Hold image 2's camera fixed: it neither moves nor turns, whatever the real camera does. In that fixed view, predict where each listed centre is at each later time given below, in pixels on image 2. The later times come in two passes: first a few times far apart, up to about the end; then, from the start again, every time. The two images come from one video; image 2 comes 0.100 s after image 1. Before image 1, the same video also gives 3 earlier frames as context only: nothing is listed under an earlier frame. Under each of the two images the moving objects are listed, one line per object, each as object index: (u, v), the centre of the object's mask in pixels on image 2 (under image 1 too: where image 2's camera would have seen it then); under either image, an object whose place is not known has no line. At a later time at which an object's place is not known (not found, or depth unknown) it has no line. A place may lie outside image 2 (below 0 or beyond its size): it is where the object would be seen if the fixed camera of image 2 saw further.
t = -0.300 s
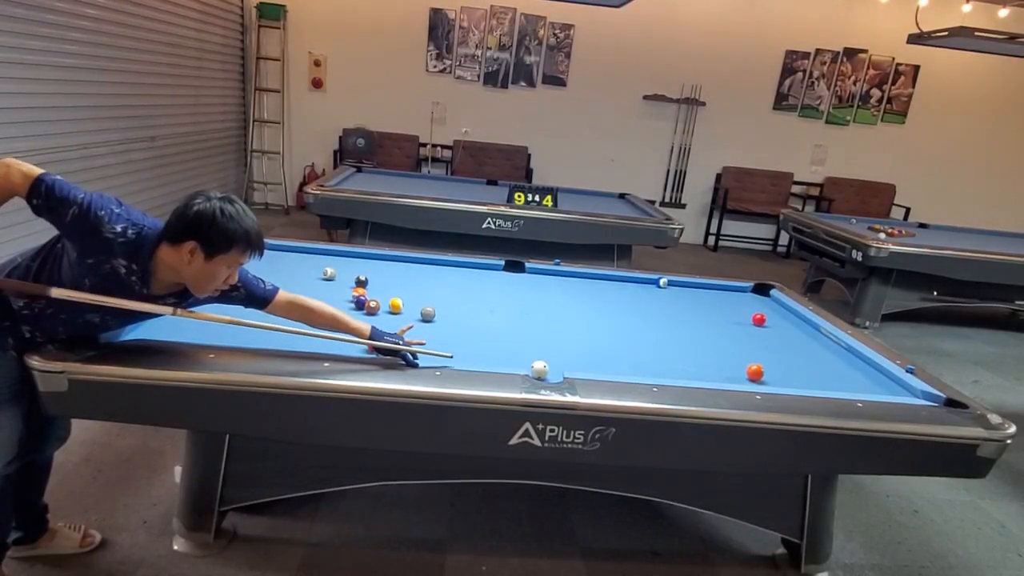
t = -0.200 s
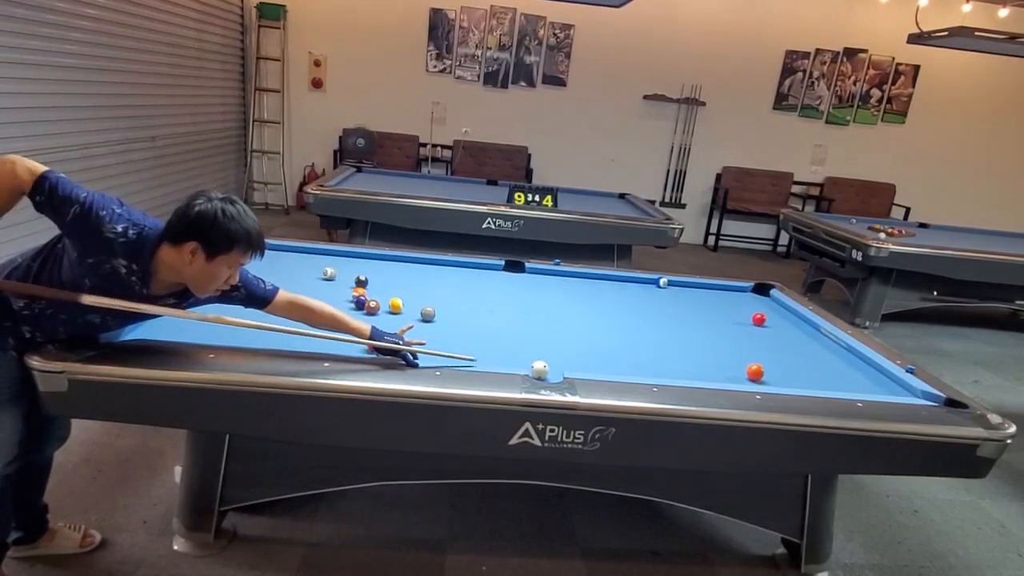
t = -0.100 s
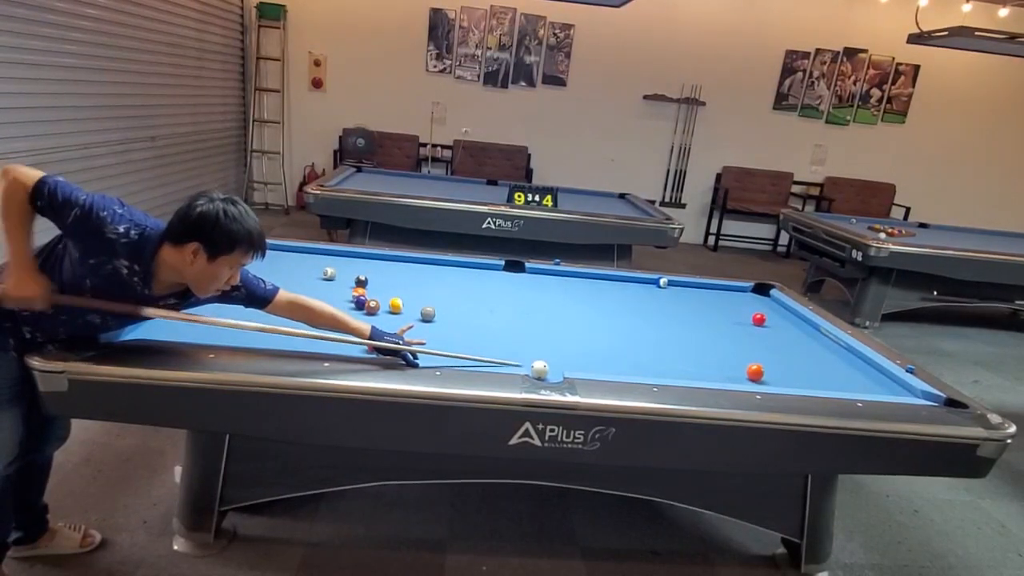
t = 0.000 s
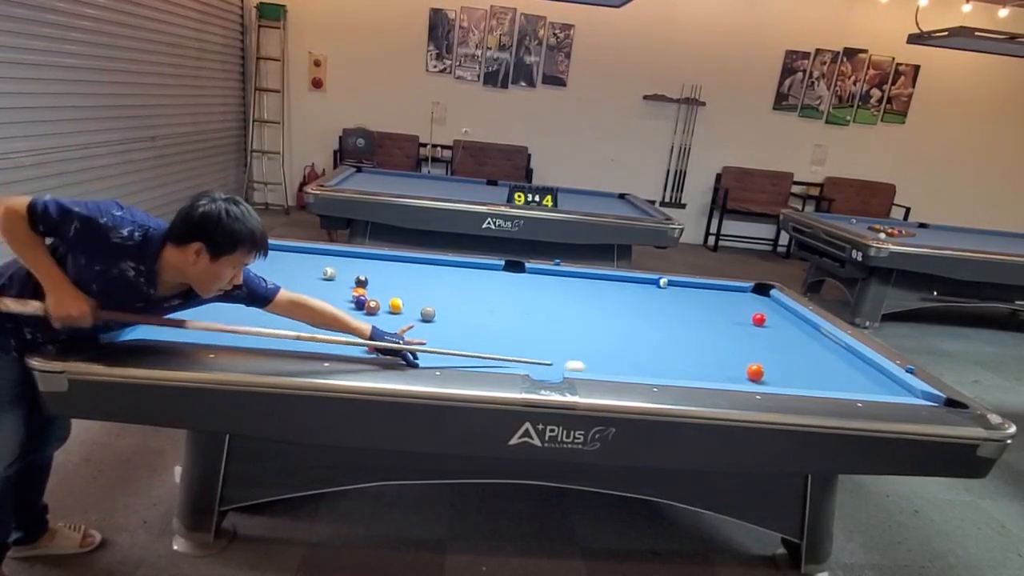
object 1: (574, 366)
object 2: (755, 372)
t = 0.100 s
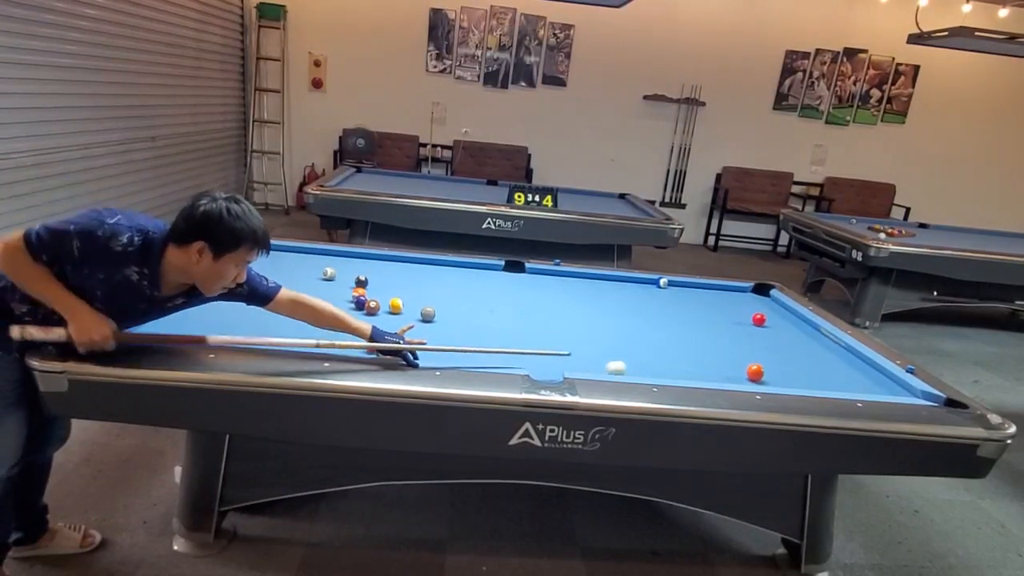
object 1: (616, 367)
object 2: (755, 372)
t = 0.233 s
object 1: (669, 369)
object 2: (755, 372)
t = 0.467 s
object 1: (737, 367)
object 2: (772, 374)
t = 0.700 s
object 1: (745, 357)
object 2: (832, 381)
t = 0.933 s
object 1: (754, 349)
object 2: (881, 387)
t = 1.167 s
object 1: (761, 341)
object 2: (904, 390)
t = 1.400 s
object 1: (768, 335)
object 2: (889, 390)
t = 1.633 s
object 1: (773, 329)
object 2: (873, 390)
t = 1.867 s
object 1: (778, 323)
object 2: (859, 389)
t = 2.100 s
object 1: (783, 318)
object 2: (844, 387)
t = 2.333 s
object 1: (786, 314)
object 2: (831, 386)
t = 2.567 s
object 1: (787, 310)
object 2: (819, 384)
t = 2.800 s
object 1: (778, 307)
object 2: (808, 383)
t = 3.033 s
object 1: (769, 304)
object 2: (798, 382)
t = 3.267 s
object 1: (762, 301)
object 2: (789, 381)
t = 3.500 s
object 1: (755, 299)
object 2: (781, 380)
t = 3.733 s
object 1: (749, 296)
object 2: (775, 380)
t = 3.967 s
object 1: (743, 295)
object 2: (770, 380)
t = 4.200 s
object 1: (738, 293)
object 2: (766, 379)
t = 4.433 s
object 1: (734, 292)
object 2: (764, 379)
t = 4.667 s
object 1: (731, 291)
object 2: (762, 379)
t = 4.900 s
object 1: (728, 290)
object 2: (761, 379)
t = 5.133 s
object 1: (725, 289)
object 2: (761, 379)
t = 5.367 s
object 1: (724, 289)
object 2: (761, 379)
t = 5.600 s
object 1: (723, 289)
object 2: (761, 379)
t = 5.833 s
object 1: (722, 289)
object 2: (761, 379)
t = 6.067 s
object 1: (722, 289)
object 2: (761, 379)
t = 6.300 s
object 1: (722, 289)
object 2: (761, 379)
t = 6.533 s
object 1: (722, 289)
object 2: (761, 379)
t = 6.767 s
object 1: (722, 289)
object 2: (761, 379)
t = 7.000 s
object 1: (722, 289)
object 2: (761, 379)
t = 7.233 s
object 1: (722, 289)
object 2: (761, 379)
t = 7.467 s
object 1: (722, 289)
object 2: (761, 379)
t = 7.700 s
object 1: (722, 289)
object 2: (761, 379)
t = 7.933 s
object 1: (722, 289)
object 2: (761, 379)
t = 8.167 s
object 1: (722, 289)
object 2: (761, 379)
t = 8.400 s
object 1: (722, 289)
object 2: (761, 379)
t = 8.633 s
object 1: (722, 289)
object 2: (761, 379)
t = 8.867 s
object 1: (722, 289)
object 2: (761, 379)
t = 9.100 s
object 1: (722, 289)
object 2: (761, 379)
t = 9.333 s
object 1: (722, 289)
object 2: (761, 379)
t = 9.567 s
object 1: (722, 289)
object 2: (761, 379)
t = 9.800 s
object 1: (722, 289)
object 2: (761, 379)
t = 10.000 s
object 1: (722, 289)
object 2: (761, 379)
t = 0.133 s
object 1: (630, 368)
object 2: (755, 372)
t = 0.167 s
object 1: (643, 368)
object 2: (755, 372)
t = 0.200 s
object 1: (656, 368)
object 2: (755, 372)
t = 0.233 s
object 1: (669, 369)
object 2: (755, 372)
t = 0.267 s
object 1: (682, 369)
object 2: (755, 372)
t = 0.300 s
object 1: (695, 369)
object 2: (755, 372)
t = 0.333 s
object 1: (707, 369)
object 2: (755, 372)
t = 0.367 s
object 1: (720, 369)
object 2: (755, 372)
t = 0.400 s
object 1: (732, 369)
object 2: (755, 372)
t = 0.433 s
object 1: (738, 368)
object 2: (760, 372)
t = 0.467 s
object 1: (737, 367)
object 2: (772, 374)
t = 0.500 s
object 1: (738, 365)
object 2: (783, 375)
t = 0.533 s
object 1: (739, 364)
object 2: (793, 377)
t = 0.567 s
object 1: (740, 362)
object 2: (802, 378)
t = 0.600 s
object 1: (741, 361)
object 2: (809, 379)
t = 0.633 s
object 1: (743, 360)
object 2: (817, 380)
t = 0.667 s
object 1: (744, 358)
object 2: (824, 380)
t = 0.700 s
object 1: (745, 357)
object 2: (832, 381)
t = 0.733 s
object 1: (746, 356)
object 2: (838, 382)
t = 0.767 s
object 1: (748, 355)
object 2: (846, 383)
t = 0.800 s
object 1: (749, 354)
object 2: (853, 384)
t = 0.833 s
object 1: (751, 352)
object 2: (860, 385)
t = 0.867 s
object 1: (752, 351)
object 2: (867, 385)
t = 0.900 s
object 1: (753, 350)
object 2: (874, 386)
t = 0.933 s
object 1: (754, 349)
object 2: (881, 387)
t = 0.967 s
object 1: (755, 348)
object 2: (888, 387)
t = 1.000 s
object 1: (756, 347)
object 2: (895, 388)
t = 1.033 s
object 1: (757, 345)
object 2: (902, 389)
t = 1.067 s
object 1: (758, 344)
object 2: (909, 390)
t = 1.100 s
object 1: (759, 343)
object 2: (909, 390)
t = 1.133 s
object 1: (760, 342)
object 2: (907, 390)
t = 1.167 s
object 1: (761, 341)
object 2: (904, 390)
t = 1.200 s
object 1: (762, 340)
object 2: (902, 390)
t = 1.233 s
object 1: (763, 339)
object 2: (900, 390)
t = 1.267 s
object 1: (764, 338)
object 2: (898, 390)
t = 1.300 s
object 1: (765, 337)
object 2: (895, 390)
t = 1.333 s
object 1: (766, 336)
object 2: (893, 390)
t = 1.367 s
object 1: (767, 335)
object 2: (891, 390)
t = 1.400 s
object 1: (768, 335)
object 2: (889, 390)
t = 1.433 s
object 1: (768, 334)
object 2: (887, 390)
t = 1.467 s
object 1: (769, 333)
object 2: (885, 390)
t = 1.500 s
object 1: (770, 332)
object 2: (883, 390)
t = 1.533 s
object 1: (771, 331)
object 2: (881, 390)
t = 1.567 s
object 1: (772, 330)
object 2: (879, 390)
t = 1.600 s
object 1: (773, 329)
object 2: (876, 390)
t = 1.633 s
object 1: (773, 329)
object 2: (873, 390)
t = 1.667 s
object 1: (774, 328)
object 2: (871, 390)
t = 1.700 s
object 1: (775, 327)
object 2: (869, 390)
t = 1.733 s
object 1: (776, 326)
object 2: (867, 390)
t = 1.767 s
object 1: (776, 325)
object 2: (865, 390)
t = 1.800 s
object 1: (777, 325)
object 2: (863, 389)
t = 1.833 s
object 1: (777, 324)
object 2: (861, 389)
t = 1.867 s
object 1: (778, 323)
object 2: (859, 389)
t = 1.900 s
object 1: (779, 322)
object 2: (856, 389)
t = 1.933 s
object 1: (779, 321)
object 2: (854, 388)
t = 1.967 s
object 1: (780, 321)
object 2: (853, 388)
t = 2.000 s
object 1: (781, 320)
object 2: (850, 388)
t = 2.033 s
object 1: (781, 320)
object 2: (848, 388)
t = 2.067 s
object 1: (782, 319)
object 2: (846, 388)
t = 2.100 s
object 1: (783, 318)
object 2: (844, 387)
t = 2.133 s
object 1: (783, 318)
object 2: (842, 387)
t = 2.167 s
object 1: (784, 317)
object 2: (840, 387)
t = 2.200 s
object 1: (785, 316)
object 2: (838, 387)
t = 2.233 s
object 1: (785, 316)
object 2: (836, 387)
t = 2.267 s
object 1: (785, 315)
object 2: (834, 386)
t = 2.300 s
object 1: (786, 314)
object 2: (832, 386)
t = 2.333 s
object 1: (786, 314)
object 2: (831, 386)
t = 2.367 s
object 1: (787, 313)
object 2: (829, 386)
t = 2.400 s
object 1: (787, 313)
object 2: (827, 385)
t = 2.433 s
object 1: (788, 312)
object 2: (825, 385)
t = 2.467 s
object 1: (788, 311)
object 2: (824, 385)
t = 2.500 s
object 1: (789, 311)
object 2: (822, 385)
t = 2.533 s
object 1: (788, 310)
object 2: (820, 385)
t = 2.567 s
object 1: (787, 310)
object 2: (819, 384)
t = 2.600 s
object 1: (786, 309)
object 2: (817, 384)
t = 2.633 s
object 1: (784, 309)
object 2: (816, 384)
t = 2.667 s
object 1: (783, 308)
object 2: (814, 384)
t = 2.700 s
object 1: (782, 308)
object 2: (812, 384)
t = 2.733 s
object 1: (780, 307)
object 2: (811, 383)
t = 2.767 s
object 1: (779, 307)
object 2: (809, 383)
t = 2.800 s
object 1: (778, 307)
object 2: (808, 383)
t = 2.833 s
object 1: (777, 306)
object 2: (806, 383)
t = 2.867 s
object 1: (775, 306)
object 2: (805, 383)
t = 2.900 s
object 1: (774, 305)
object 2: (803, 383)
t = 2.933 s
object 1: (773, 305)
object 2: (802, 383)
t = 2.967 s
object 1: (771, 304)
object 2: (800, 382)
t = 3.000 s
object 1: (770, 304)
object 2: (799, 382)
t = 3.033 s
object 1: (769, 304)
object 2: (798, 382)
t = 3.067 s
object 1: (768, 303)
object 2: (796, 382)
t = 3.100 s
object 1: (767, 303)
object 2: (795, 382)
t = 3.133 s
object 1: (766, 303)
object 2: (794, 382)
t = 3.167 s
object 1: (765, 302)
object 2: (792, 382)
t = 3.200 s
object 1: (764, 302)
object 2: (791, 382)
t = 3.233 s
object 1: (763, 301)
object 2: (790, 381)
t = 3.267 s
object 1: (762, 301)
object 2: (789, 381)
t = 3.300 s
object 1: (760, 300)
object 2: (788, 381)
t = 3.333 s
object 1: (759, 300)
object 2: (787, 381)
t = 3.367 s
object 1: (758, 300)
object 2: (786, 381)
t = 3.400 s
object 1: (757, 299)
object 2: (785, 381)
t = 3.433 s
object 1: (756, 299)
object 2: (784, 381)
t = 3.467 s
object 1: (755, 299)
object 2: (782, 381)
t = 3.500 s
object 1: (755, 299)
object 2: (781, 380)
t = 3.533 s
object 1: (754, 298)
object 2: (781, 380)
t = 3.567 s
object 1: (753, 298)
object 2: (780, 380)
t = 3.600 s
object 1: (753, 298)
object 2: (779, 380)
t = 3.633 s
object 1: (751, 298)
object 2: (778, 380)
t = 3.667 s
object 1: (750, 297)
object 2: (777, 380)
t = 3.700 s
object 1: (749, 297)
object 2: (776, 380)
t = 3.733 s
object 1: (749, 296)
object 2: (775, 380)
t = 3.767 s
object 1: (748, 296)
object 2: (774, 380)
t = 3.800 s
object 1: (747, 296)
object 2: (774, 380)
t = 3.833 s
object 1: (746, 296)
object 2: (773, 380)
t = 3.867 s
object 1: (745, 296)
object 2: (772, 380)
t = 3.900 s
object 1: (745, 295)
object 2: (772, 380)
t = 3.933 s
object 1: (744, 295)
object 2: (771, 379)
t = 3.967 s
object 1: (743, 295)
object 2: (770, 380)
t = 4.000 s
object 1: (742, 294)
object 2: (770, 379)
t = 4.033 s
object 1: (742, 294)
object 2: (769, 379)
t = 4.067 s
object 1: (741, 294)
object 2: (768, 379)
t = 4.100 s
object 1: (740, 294)
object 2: (768, 379)
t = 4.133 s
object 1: (740, 294)
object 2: (767, 379)
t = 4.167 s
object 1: (739, 294)
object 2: (767, 379)
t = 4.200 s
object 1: (738, 293)
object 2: (766, 379)
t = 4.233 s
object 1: (738, 293)
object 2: (766, 379)
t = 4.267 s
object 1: (737, 293)
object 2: (766, 379)
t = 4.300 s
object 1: (737, 292)
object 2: (765, 379)
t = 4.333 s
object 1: (736, 292)
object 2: (765, 379)
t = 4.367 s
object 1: (736, 292)
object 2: (765, 379)
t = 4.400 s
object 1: (735, 292)
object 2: (764, 379)
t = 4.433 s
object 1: (734, 292)
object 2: (764, 379)
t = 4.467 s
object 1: (734, 291)
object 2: (764, 379)
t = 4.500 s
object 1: (734, 291)
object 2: (763, 379)
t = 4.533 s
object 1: (733, 291)
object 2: (763, 379)
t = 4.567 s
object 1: (732, 291)
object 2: (763, 379)
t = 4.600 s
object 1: (732, 291)
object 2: (762, 379)
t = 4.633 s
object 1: (731, 291)
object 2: (762, 379)
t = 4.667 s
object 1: (731, 291)
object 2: (762, 379)
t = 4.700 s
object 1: (730, 291)
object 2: (762, 379)
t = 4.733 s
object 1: (730, 291)
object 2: (761, 379)
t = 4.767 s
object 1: (729, 290)
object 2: (761, 379)
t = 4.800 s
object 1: (729, 290)
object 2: (761, 379)
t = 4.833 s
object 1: (729, 290)
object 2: (761, 379)
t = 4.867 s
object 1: (728, 290)
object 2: (761, 379)
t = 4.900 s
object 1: (728, 290)
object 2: (761, 379)
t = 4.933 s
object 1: (727, 290)
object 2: (761, 379)
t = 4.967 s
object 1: (727, 290)
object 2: (761, 379)
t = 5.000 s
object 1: (727, 290)
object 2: (761, 379)
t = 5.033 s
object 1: (726, 290)
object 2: (761, 379)
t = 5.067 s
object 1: (726, 290)
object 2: (761, 379)
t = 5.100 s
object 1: (726, 289)
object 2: (761, 379)
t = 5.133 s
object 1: (725, 289)
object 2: (761, 379)
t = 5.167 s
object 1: (725, 289)
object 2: (761, 379)
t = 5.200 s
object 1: (725, 289)
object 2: (761, 379)
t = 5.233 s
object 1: (725, 289)
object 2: (761, 379)
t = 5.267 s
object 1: (724, 289)
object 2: (761, 379)
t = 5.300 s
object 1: (724, 289)
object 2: (761, 379)
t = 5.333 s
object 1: (724, 289)
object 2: (761, 379)
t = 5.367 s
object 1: (724, 289)
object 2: (761, 379)
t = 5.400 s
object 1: (724, 289)
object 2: (761, 379)
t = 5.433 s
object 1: (724, 289)
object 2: (761, 379)
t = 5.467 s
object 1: (724, 289)
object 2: (761, 379)
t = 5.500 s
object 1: (723, 289)
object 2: (761, 379)
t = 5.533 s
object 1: (723, 289)
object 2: (761, 379)
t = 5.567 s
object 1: (723, 289)
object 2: (761, 379)
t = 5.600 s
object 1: (723, 289)
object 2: (761, 379)
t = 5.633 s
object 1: (723, 289)
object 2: (761, 379)
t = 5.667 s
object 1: (723, 289)
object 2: (761, 379)
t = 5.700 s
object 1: (723, 289)
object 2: (761, 379)
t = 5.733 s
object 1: (723, 289)
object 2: (761, 379)
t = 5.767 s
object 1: (722, 289)
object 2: (761, 379)
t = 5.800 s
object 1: (722, 289)
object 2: (761, 379)
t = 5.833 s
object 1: (722, 289)
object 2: (761, 379)
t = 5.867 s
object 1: (722, 289)
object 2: (761, 379)
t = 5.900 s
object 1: (722, 289)
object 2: (761, 379)
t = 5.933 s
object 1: (722, 289)
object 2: (761, 379)
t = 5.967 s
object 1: (722, 289)
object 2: (761, 379)
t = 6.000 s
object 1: (722, 289)
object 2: (761, 379)
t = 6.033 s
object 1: (722, 289)
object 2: (761, 379)
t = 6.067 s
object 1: (722, 289)
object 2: (761, 379)
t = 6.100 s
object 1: (722, 289)
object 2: (761, 379)
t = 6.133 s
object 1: (722, 289)
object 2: (761, 379)
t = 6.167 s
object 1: (722, 289)
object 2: (761, 379)
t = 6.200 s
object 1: (722, 289)
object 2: (761, 379)
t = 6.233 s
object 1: (722, 289)
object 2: (761, 379)
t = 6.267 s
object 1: (722, 289)
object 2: (761, 379)
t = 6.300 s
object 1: (722, 289)
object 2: (761, 379)
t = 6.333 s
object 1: (722, 289)
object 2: (761, 379)
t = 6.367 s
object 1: (722, 289)
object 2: (761, 379)
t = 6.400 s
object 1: (722, 289)
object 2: (761, 379)
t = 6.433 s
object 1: (722, 289)
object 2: (761, 379)
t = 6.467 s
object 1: (722, 289)
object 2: (761, 379)
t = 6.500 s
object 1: (722, 289)
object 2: (761, 379)
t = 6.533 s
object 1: (722, 289)
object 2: (761, 379)
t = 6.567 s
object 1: (722, 289)
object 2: (761, 379)
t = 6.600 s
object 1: (722, 289)
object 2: (761, 379)
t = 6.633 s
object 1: (722, 289)
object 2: (761, 379)
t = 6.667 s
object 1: (722, 289)
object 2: (761, 379)
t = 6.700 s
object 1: (722, 289)
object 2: (761, 379)
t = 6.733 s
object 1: (722, 289)
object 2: (761, 379)
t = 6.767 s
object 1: (722, 289)
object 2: (761, 379)
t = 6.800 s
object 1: (722, 289)
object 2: (761, 379)
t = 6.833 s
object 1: (722, 289)
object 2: (761, 379)
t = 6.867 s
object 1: (722, 289)
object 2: (761, 379)
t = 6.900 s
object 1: (722, 289)
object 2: (761, 379)
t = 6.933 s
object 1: (722, 289)
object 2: (761, 379)
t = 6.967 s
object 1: (722, 289)
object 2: (761, 379)
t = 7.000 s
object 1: (722, 289)
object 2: (761, 379)
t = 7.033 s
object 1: (722, 289)
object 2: (761, 379)
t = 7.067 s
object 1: (722, 289)
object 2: (761, 379)
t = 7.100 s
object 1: (722, 289)
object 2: (761, 379)
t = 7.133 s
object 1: (722, 289)
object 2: (761, 379)
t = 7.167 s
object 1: (722, 289)
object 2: (761, 379)
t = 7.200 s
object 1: (722, 289)
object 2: (761, 379)
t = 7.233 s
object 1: (722, 289)
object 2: (761, 379)
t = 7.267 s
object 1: (722, 289)
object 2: (761, 379)
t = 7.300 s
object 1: (722, 289)
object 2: (761, 379)
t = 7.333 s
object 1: (722, 289)
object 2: (761, 379)
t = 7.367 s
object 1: (722, 289)
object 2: (761, 379)
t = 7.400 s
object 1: (722, 289)
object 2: (761, 379)
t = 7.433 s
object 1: (722, 289)
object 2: (761, 379)
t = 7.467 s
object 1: (722, 289)
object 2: (761, 379)
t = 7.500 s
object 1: (722, 289)
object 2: (761, 379)
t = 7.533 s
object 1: (722, 289)
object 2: (761, 379)
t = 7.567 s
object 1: (722, 289)
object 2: (761, 379)
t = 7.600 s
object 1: (722, 289)
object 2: (761, 379)
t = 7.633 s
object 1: (722, 289)
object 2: (761, 379)
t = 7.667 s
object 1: (722, 289)
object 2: (761, 379)
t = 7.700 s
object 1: (722, 289)
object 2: (761, 379)
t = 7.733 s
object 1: (722, 289)
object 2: (761, 379)
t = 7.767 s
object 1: (722, 289)
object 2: (761, 379)
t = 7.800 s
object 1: (722, 289)
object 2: (761, 379)
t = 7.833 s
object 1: (722, 289)
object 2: (761, 379)
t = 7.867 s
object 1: (722, 289)
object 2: (761, 379)
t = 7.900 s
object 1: (722, 289)
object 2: (761, 379)
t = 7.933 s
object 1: (722, 289)
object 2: (761, 379)
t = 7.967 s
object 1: (722, 289)
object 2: (761, 379)
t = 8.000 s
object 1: (722, 289)
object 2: (761, 379)
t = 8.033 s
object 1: (722, 289)
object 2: (761, 379)
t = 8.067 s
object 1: (722, 289)
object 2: (761, 379)
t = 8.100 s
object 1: (722, 289)
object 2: (761, 379)
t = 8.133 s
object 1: (722, 289)
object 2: (761, 379)
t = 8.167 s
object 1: (722, 289)
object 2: (761, 379)
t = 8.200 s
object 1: (722, 289)
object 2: (761, 379)
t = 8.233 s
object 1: (722, 289)
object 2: (761, 379)
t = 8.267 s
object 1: (722, 289)
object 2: (761, 379)
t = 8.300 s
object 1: (722, 289)
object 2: (761, 379)
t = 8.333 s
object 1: (722, 289)
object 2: (761, 379)
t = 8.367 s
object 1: (722, 289)
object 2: (761, 379)
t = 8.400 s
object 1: (722, 289)
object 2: (761, 379)
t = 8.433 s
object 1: (722, 289)
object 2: (761, 379)
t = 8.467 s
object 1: (722, 289)
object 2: (761, 379)
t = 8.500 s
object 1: (722, 289)
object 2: (761, 379)
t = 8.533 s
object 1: (722, 289)
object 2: (761, 379)
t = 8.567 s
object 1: (722, 289)
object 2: (761, 379)
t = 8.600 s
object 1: (722, 289)
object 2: (761, 379)
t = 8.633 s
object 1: (722, 289)
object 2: (761, 379)
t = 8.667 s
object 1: (722, 289)
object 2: (761, 379)
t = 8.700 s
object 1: (722, 289)
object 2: (761, 379)
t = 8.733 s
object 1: (722, 289)
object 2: (761, 379)
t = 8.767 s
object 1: (722, 289)
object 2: (761, 379)
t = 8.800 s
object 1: (722, 289)
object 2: (761, 379)
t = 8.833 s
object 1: (722, 289)
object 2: (761, 379)
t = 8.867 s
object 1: (722, 289)
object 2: (761, 379)
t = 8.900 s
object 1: (722, 289)
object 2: (761, 379)
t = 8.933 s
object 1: (722, 289)
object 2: (761, 379)
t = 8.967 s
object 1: (722, 289)
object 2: (761, 379)
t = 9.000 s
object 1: (722, 289)
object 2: (761, 379)
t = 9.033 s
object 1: (722, 289)
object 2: (761, 379)
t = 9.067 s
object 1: (722, 289)
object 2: (761, 379)
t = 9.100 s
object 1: (722, 289)
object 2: (761, 379)
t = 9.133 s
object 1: (722, 289)
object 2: (761, 379)
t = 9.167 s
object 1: (722, 289)
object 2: (761, 379)
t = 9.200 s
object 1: (722, 289)
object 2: (761, 379)
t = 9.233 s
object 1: (722, 289)
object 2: (761, 379)
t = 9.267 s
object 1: (722, 289)
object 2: (761, 379)
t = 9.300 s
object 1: (722, 289)
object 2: (761, 379)
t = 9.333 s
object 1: (722, 289)
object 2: (761, 379)
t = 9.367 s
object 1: (722, 289)
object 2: (761, 379)
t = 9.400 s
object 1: (722, 289)
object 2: (761, 379)
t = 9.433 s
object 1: (722, 289)
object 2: (761, 379)
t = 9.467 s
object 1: (722, 289)
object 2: (761, 379)
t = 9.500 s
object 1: (722, 289)
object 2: (761, 379)
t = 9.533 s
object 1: (722, 289)
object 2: (761, 379)
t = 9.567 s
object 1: (722, 289)
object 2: (761, 379)
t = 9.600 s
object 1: (722, 289)
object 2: (761, 379)
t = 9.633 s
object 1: (722, 289)
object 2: (761, 379)
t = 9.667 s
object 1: (722, 289)
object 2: (761, 379)
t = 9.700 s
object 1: (722, 289)
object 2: (761, 379)
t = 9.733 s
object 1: (722, 289)
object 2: (761, 379)
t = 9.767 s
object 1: (722, 289)
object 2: (761, 379)
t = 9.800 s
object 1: (722, 289)
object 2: (761, 379)
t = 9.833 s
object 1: (722, 289)
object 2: (761, 379)
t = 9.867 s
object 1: (722, 289)
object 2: (761, 379)
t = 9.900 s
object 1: (722, 289)
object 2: (761, 379)
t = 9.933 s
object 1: (722, 289)
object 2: (761, 379)
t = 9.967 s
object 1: (722, 289)
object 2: (761, 379)
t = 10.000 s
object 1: (722, 289)
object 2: (761, 379)
